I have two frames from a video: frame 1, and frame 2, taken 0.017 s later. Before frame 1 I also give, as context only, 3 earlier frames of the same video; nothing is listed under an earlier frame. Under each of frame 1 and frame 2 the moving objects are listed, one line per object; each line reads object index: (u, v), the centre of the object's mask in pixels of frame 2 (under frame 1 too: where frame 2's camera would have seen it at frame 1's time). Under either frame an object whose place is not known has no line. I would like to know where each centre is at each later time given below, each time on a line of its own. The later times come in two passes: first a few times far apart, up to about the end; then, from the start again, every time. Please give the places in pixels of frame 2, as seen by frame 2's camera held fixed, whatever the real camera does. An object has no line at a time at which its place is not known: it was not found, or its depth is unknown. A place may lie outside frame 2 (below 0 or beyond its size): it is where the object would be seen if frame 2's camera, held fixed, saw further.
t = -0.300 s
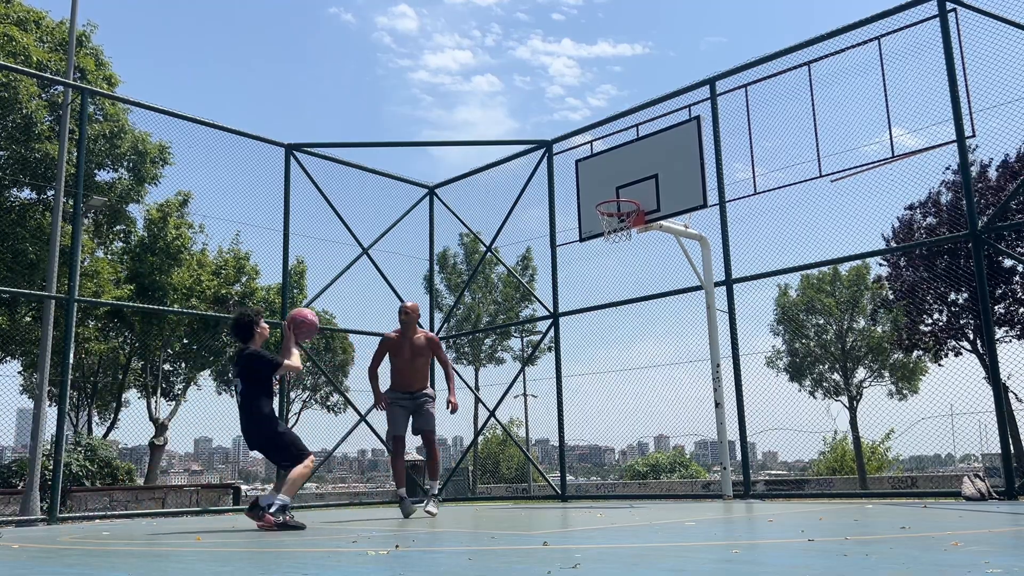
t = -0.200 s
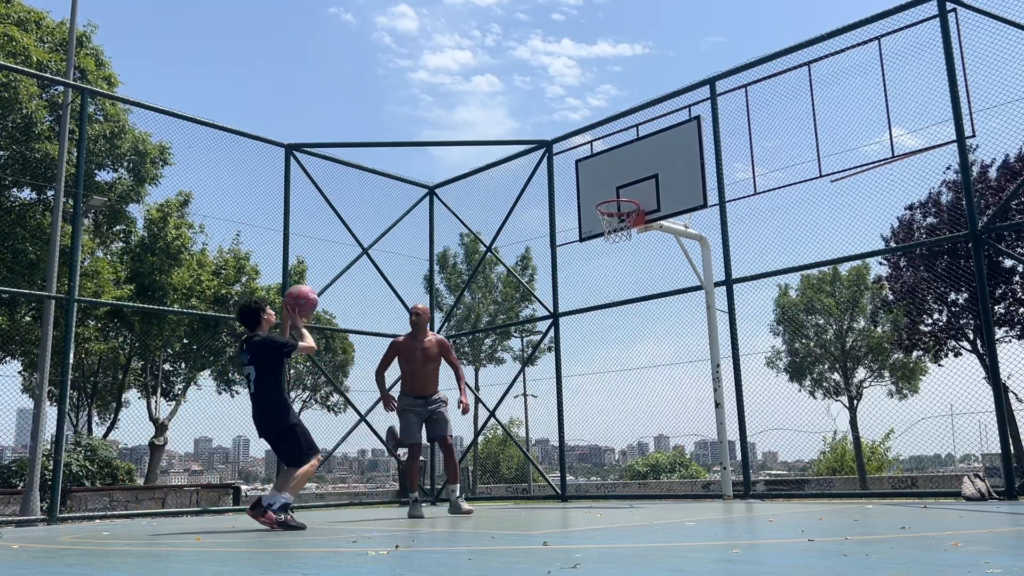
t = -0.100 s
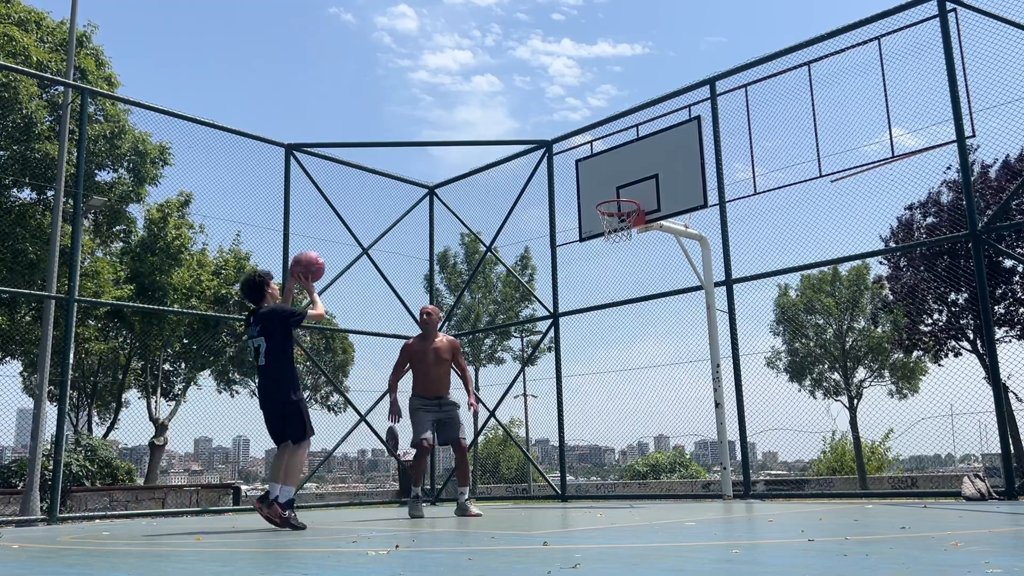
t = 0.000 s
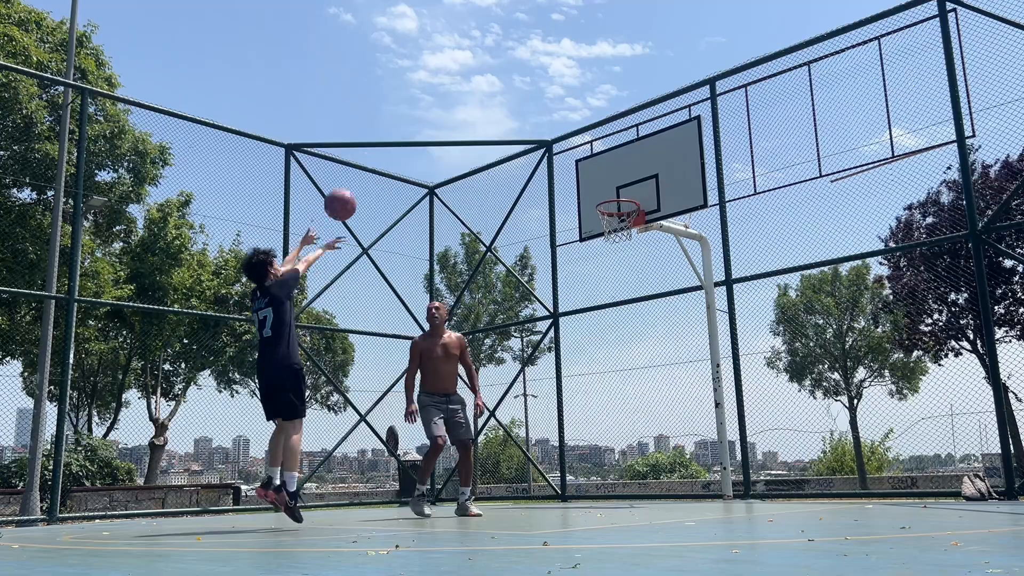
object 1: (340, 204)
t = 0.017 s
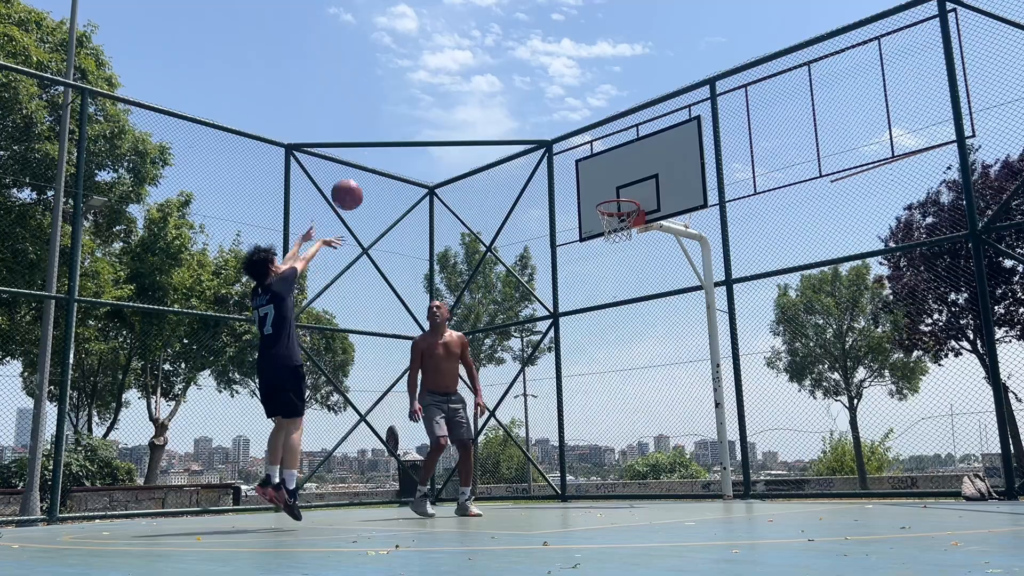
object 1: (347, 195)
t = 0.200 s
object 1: (416, 116)
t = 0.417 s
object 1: (484, 80)
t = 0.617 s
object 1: (538, 90)
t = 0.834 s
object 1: (591, 139)
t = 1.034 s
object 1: (639, 214)
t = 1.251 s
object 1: (689, 328)
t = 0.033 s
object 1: (354, 185)
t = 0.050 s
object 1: (360, 176)
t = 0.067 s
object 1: (367, 168)
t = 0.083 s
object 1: (374, 159)
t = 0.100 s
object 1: (380, 152)
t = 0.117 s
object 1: (386, 145)
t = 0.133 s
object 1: (392, 138)
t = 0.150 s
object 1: (398, 132)
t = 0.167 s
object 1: (404, 126)
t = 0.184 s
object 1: (410, 121)
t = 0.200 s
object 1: (416, 116)
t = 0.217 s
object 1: (422, 111)
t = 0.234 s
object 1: (427, 107)
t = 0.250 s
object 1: (433, 103)
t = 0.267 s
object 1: (438, 99)
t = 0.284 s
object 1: (444, 96)
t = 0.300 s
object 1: (449, 93)
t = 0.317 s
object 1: (454, 90)
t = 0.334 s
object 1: (459, 88)
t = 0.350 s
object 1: (464, 85)
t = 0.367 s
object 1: (469, 84)
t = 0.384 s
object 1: (474, 82)
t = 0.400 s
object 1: (479, 81)
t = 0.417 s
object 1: (484, 80)
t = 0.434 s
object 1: (489, 80)
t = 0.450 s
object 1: (493, 79)
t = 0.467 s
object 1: (498, 79)
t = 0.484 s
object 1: (503, 79)
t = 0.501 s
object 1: (507, 80)
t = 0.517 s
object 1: (512, 80)
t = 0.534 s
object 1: (516, 81)
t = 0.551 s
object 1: (521, 83)
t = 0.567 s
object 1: (525, 84)
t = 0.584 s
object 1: (529, 86)
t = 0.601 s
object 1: (534, 88)
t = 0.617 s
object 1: (538, 90)
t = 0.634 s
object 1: (542, 93)
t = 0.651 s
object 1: (547, 95)
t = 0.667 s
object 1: (551, 98)
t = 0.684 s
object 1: (555, 102)
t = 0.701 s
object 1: (559, 105)
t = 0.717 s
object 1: (563, 108)
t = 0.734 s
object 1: (567, 112)
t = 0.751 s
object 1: (572, 116)
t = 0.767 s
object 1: (576, 121)
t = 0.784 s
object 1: (580, 125)
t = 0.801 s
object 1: (584, 130)
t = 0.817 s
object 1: (588, 134)
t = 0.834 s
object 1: (591, 139)
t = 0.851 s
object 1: (596, 144)
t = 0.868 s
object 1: (599, 149)
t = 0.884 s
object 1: (604, 156)
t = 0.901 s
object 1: (607, 161)
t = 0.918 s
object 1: (611, 167)
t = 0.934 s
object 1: (615, 173)
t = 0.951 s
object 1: (619, 179)
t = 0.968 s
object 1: (623, 186)
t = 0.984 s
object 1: (627, 193)
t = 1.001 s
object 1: (631, 200)
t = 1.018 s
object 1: (634, 207)
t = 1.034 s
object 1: (639, 214)
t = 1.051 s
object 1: (642, 222)
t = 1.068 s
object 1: (645, 230)
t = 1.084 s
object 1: (650, 238)
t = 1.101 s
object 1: (653, 246)
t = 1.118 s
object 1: (657, 254)
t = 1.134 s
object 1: (661, 263)
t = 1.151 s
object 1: (665, 271)
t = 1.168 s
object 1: (669, 281)
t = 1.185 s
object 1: (673, 290)
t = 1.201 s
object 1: (677, 299)
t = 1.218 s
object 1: (681, 308)
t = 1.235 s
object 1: (685, 318)
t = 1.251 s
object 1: (689, 328)
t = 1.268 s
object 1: (693, 338)
